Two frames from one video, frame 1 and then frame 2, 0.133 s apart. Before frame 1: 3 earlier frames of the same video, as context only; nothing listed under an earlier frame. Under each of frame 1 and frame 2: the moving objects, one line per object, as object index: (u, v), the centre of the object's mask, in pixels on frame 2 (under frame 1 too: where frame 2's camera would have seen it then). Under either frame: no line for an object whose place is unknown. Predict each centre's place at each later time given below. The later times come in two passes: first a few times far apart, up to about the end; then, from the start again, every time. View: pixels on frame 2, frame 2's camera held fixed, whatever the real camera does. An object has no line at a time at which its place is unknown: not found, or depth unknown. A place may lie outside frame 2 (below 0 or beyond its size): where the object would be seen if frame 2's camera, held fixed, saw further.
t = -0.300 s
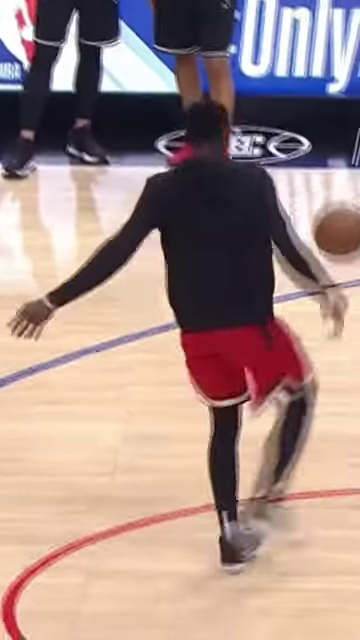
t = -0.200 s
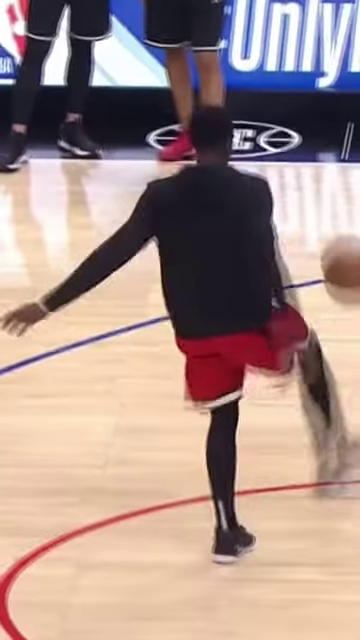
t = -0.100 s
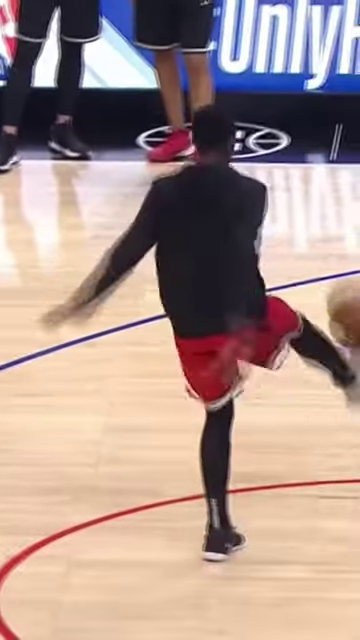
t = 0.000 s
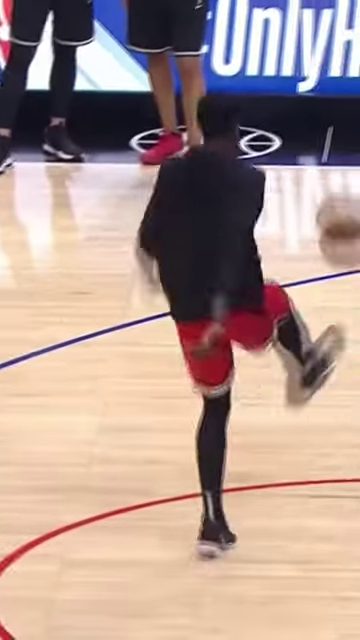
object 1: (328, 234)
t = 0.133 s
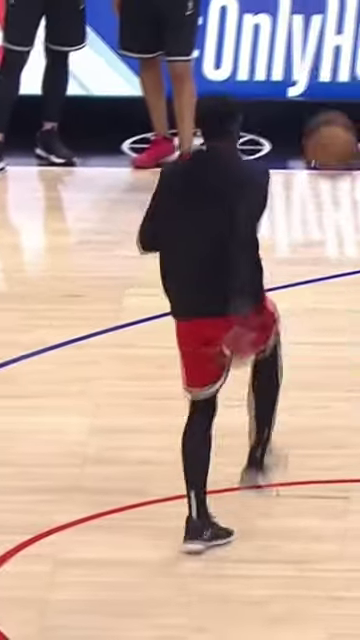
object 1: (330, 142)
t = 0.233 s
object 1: (330, 109)
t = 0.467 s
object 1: (324, 94)
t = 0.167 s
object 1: (330, 130)
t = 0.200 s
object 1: (331, 119)
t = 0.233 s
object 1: (330, 109)
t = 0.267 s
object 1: (329, 98)
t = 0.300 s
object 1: (328, 91)
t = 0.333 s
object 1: (327, 88)
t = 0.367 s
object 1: (326, 86)
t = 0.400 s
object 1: (326, 86)
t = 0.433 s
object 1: (325, 88)
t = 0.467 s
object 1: (324, 94)
